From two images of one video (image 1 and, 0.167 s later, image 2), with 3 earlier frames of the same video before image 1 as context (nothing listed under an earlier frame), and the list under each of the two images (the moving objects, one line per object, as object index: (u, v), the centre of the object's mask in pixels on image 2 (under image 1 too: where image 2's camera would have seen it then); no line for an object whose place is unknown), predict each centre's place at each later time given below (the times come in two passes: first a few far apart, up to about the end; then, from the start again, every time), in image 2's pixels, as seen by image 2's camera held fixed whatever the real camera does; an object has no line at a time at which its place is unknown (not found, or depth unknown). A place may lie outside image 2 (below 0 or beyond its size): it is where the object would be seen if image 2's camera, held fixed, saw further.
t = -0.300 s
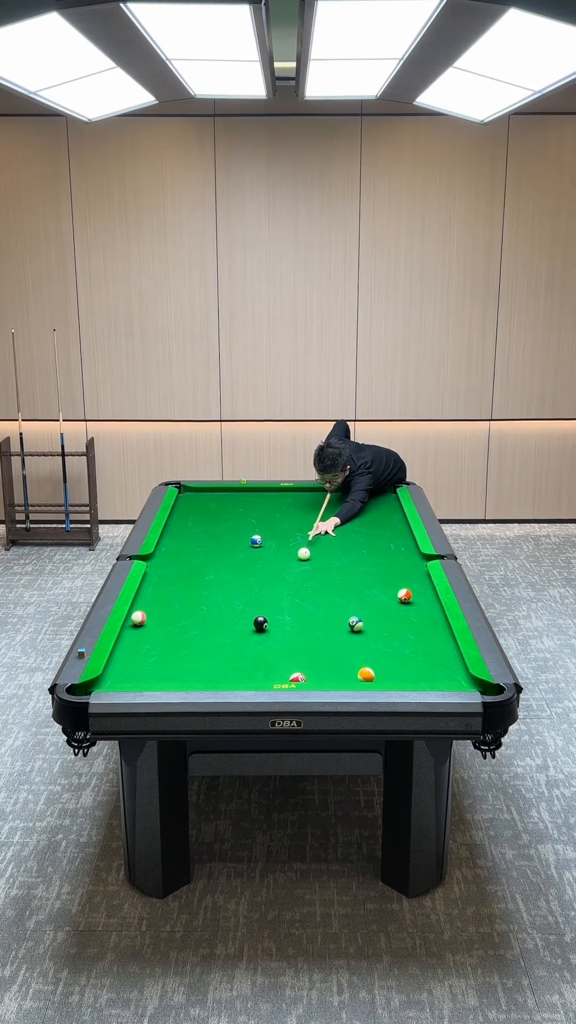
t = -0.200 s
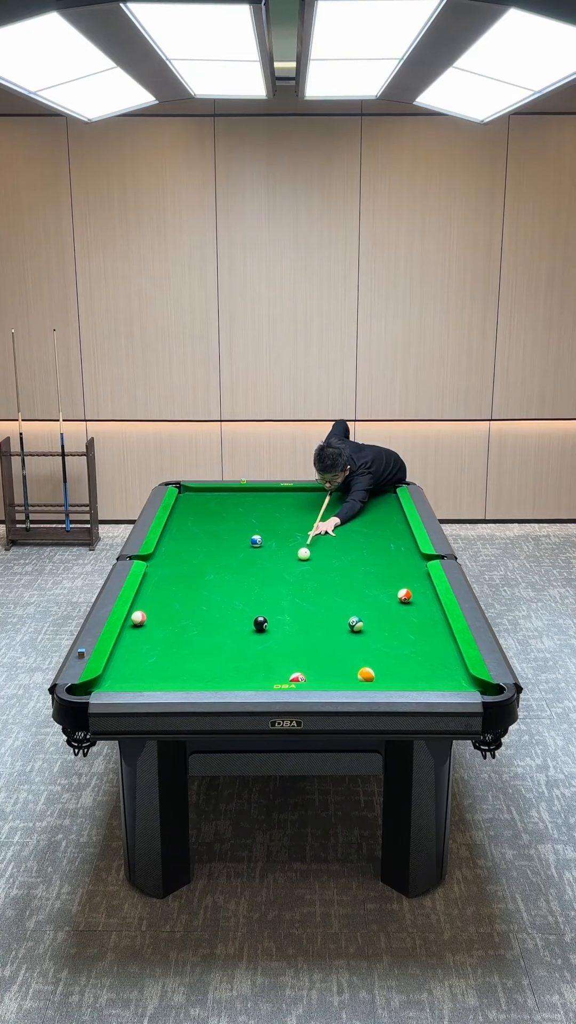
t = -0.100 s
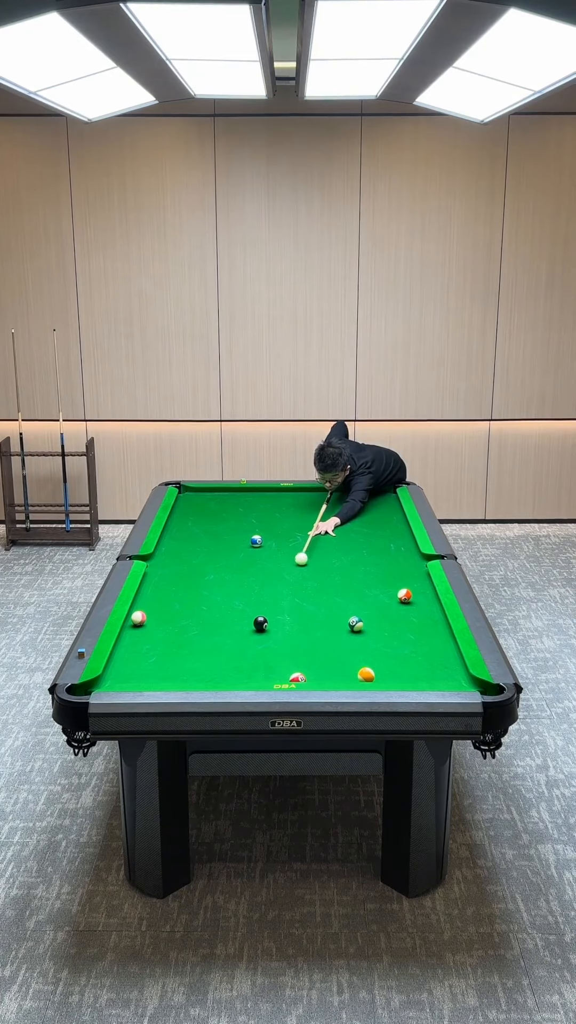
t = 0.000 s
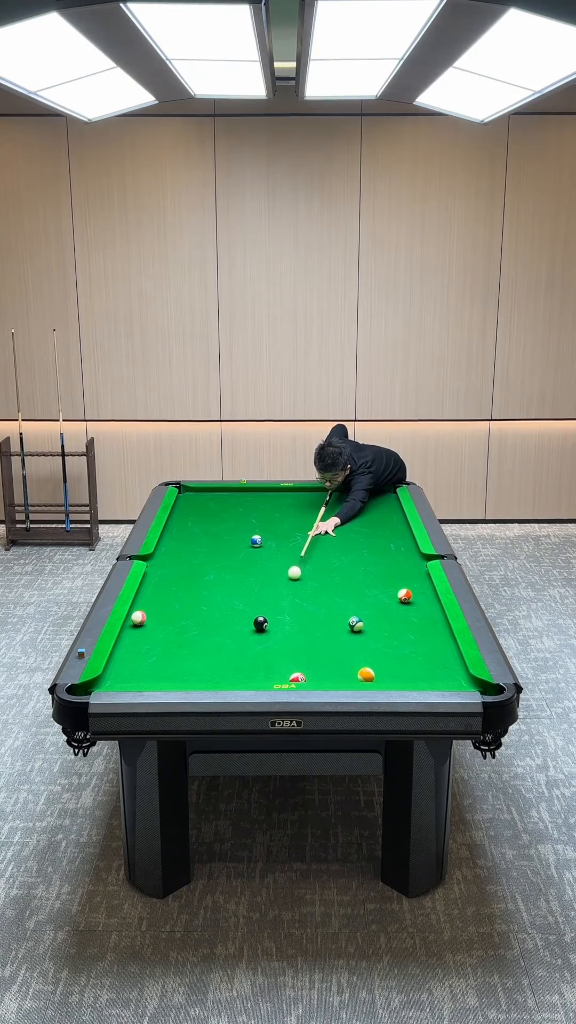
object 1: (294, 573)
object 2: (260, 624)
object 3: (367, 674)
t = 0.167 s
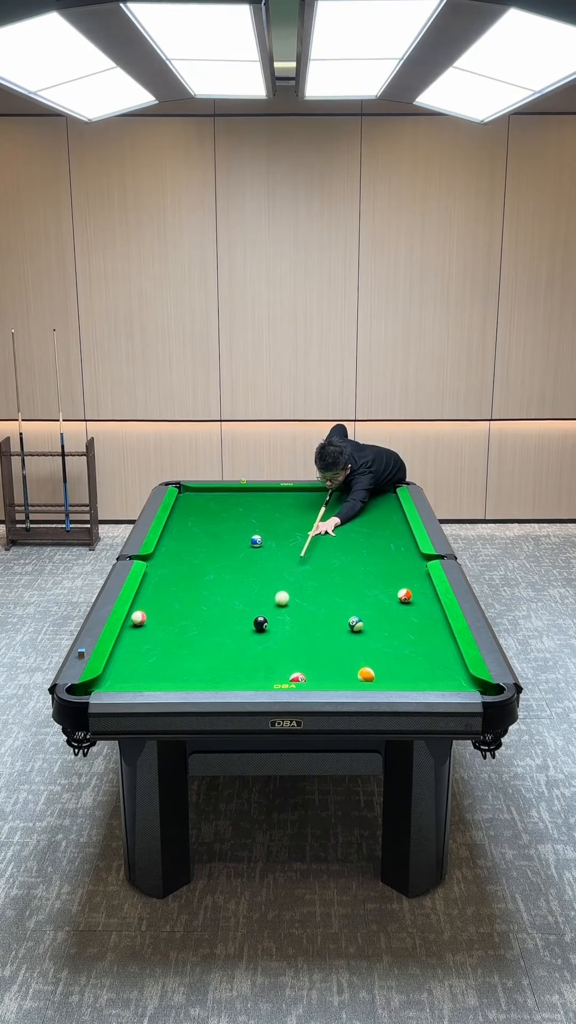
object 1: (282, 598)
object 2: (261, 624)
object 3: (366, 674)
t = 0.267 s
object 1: (274, 615)
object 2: (261, 624)
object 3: (366, 674)
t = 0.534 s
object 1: (307, 645)
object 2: (205, 645)
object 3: (366, 674)
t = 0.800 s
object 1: (343, 677)
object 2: (151, 665)
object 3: (367, 674)
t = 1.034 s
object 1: (349, 663)
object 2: (101, 681)
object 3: (377, 674)
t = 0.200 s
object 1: (279, 604)
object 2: (261, 624)
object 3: (366, 674)
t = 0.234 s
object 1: (276, 610)
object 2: (261, 624)
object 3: (366, 674)
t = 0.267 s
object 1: (274, 615)
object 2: (261, 624)
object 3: (366, 674)
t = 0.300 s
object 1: (274, 621)
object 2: (257, 625)
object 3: (366, 674)
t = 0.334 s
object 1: (279, 624)
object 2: (249, 628)
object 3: (366, 674)
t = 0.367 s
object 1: (285, 627)
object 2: (241, 631)
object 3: (366, 674)
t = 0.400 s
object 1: (290, 630)
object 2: (233, 634)
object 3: (366, 674)
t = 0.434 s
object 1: (295, 634)
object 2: (225, 637)
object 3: (366, 674)
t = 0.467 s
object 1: (299, 637)
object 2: (218, 640)
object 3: (366, 674)
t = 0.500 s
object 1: (303, 641)
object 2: (211, 642)
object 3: (366, 674)
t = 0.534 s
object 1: (307, 645)
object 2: (205, 645)
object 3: (366, 674)
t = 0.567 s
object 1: (311, 650)
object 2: (199, 647)
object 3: (366, 674)
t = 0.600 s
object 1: (316, 654)
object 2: (192, 649)
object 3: (366, 674)
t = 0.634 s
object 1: (320, 658)
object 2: (185, 652)
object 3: (366, 674)
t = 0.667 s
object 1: (324, 662)
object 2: (178, 655)
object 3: (366, 674)
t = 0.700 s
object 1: (329, 667)
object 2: (172, 657)
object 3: (366, 674)
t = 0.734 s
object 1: (334, 671)
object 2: (165, 660)
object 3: (366, 674)
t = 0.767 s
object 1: (338, 674)
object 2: (158, 662)
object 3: (367, 674)
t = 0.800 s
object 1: (343, 677)
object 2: (151, 665)
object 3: (367, 674)
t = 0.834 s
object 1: (347, 677)
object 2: (144, 667)
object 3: (367, 674)
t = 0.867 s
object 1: (349, 675)
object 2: (137, 670)
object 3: (367, 674)
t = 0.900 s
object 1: (349, 673)
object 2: (130, 673)
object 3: (369, 674)
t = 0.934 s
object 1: (348, 670)
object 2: (123, 674)
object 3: (372, 674)
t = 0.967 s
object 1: (348, 667)
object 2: (115, 676)
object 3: (374, 674)
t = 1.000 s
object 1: (348, 665)
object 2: (108, 679)
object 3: (375, 674)
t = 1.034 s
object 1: (349, 663)
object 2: (101, 681)
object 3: (377, 674)
